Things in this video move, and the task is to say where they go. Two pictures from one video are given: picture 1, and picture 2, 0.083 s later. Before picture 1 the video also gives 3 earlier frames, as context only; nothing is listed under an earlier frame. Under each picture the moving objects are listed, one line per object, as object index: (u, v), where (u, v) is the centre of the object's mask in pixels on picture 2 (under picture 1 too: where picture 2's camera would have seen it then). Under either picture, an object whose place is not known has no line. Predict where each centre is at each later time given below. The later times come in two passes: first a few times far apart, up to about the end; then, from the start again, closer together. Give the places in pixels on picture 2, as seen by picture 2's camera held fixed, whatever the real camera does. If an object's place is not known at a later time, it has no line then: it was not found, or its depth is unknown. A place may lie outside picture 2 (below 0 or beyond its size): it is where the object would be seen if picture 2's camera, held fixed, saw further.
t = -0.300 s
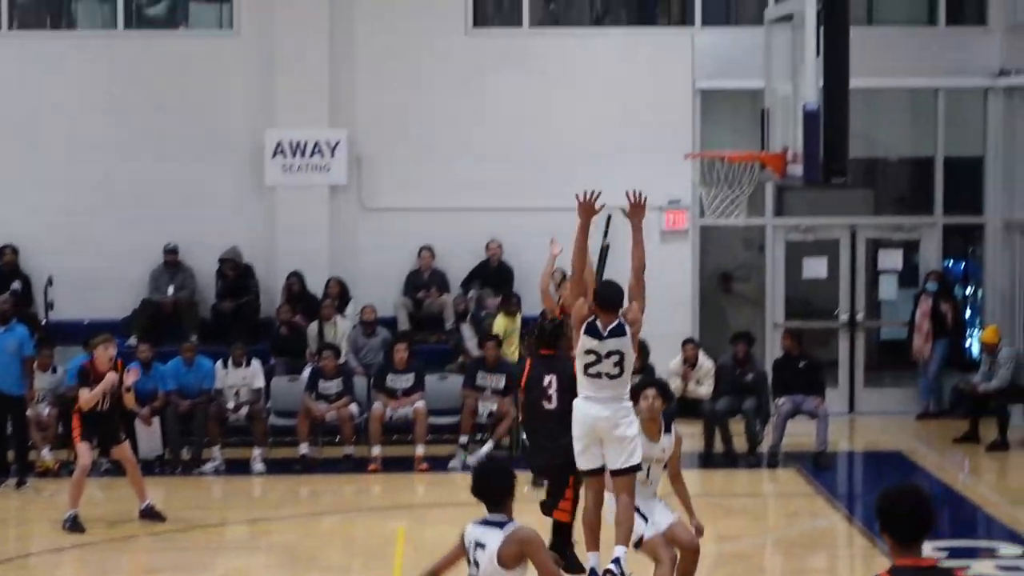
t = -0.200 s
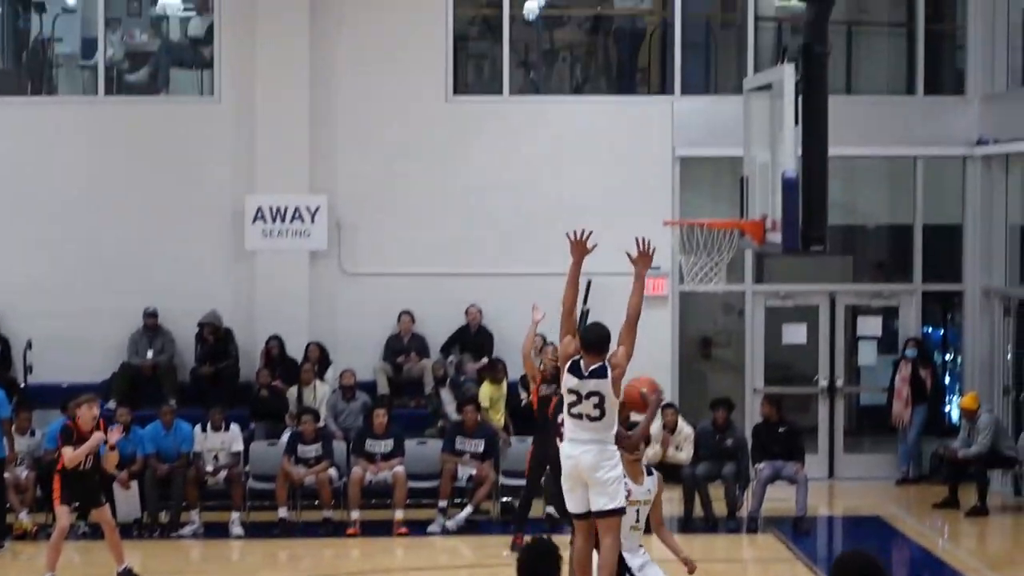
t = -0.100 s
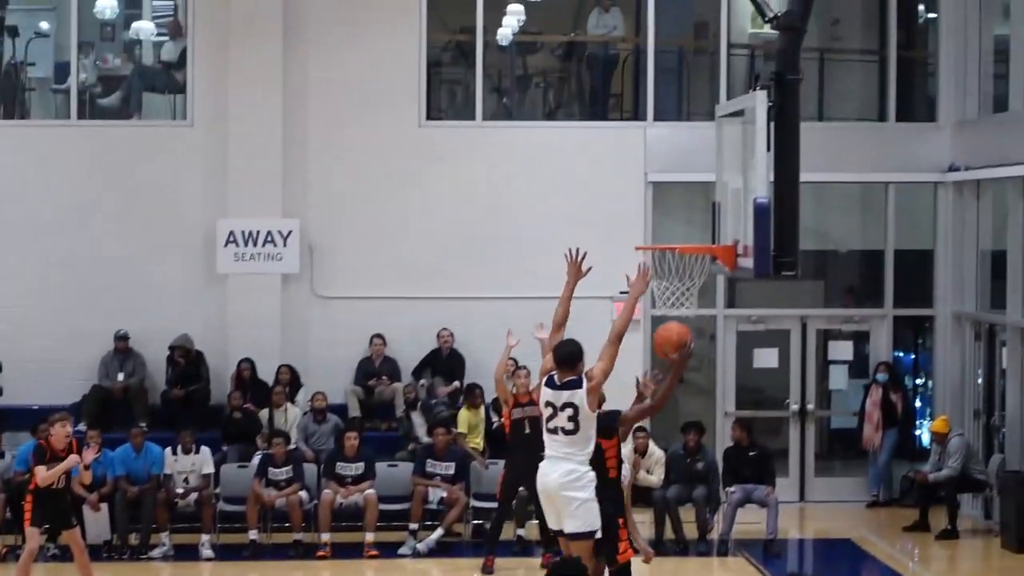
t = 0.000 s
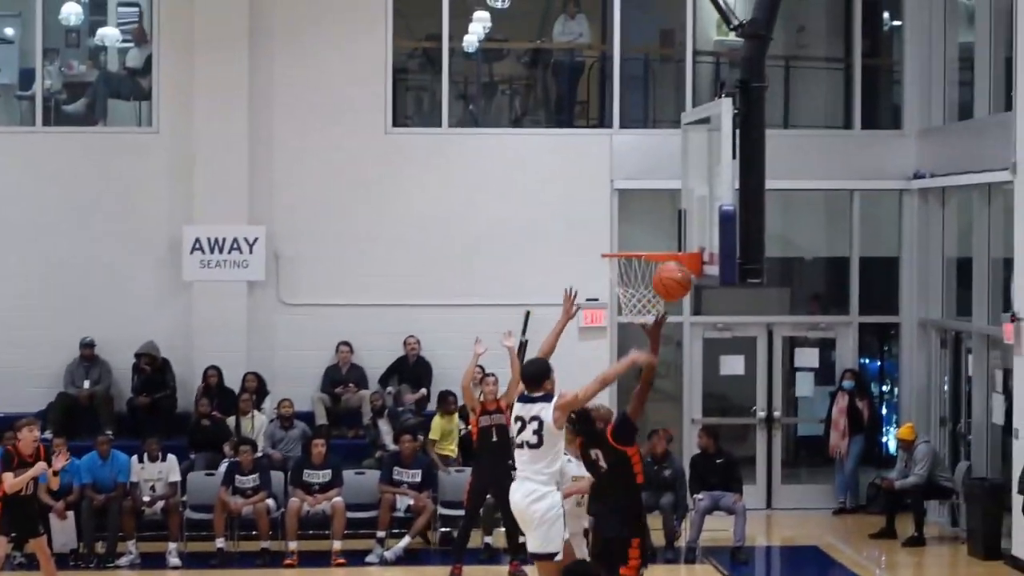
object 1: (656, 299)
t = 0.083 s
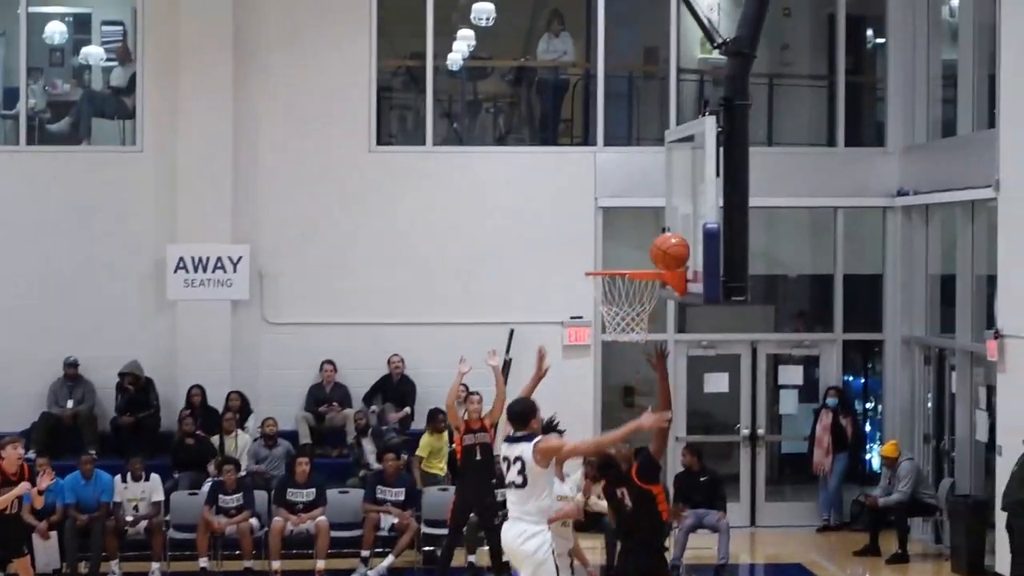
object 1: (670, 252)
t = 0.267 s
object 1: (658, 190)
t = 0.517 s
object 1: (613, 196)
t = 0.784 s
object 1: (590, 246)
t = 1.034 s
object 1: (611, 258)
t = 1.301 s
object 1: (642, 327)
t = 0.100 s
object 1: (672, 244)
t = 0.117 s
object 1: (675, 236)
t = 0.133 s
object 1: (678, 229)
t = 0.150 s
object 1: (678, 222)
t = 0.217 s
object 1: (667, 200)
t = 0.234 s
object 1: (664, 197)
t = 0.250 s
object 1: (661, 193)
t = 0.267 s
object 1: (658, 190)
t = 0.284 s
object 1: (655, 188)
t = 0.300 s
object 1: (651, 186)
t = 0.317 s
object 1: (648, 184)
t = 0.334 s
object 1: (645, 182)
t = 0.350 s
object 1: (642, 181)
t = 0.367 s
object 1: (640, 181)
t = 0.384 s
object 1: (637, 181)
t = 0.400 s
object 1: (634, 181)
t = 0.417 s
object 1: (631, 182)
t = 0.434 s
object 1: (628, 183)
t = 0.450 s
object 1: (624, 185)
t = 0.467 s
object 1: (621, 187)
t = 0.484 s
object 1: (619, 190)
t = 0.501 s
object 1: (616, 193)
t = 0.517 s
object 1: (613, 196)
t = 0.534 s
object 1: (610, 200)
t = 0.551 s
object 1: (607, 204)
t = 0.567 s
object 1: (605, 209)
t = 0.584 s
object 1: (602, 215)
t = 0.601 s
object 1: (599, 220)
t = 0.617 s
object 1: (596, 226)
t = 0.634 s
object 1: (593, 232)
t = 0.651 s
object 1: (590, 239)
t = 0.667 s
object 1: (588, 247)
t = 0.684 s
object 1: (585, 254)
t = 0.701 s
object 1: (586, 254)
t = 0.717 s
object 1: (586, 253)
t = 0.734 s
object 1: (587, 251)
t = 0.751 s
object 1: (588, 249)
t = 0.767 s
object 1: (589, 248)
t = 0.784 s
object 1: (590, 246)
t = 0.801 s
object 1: (590, 246)
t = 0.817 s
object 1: (591, 246)
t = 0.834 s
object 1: (592, 246)
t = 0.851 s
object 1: (593, 247)
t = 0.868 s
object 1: (594, 248)
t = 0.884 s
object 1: (595, 250)
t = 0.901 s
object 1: (596, 252)
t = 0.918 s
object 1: (597, 254)
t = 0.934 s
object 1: (598, 255)
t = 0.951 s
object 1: (600, 254)
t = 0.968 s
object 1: (602, 254)
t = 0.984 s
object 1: (605, 255)
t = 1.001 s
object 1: (608, 255)
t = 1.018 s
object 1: (609, 257)
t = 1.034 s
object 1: (611, 258)
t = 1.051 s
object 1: (614, 259)
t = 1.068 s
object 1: (616, 260)
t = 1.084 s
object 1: (619, 265)
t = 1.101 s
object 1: (621, 269)
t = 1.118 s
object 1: (623, 274)
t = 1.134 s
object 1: (625, 280)
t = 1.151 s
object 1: (626, 288)
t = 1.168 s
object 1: (629, 292)
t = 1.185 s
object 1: (632, 296)
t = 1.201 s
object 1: (634, 301)
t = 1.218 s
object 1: (636, 307)
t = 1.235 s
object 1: (637, 313)
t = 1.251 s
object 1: (639, 317)
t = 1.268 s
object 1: (640, 321)
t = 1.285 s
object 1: (640, 323)
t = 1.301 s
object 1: (642, 327)
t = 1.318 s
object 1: (643, 330)
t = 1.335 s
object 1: (643, 334)
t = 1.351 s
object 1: (643, 337)
